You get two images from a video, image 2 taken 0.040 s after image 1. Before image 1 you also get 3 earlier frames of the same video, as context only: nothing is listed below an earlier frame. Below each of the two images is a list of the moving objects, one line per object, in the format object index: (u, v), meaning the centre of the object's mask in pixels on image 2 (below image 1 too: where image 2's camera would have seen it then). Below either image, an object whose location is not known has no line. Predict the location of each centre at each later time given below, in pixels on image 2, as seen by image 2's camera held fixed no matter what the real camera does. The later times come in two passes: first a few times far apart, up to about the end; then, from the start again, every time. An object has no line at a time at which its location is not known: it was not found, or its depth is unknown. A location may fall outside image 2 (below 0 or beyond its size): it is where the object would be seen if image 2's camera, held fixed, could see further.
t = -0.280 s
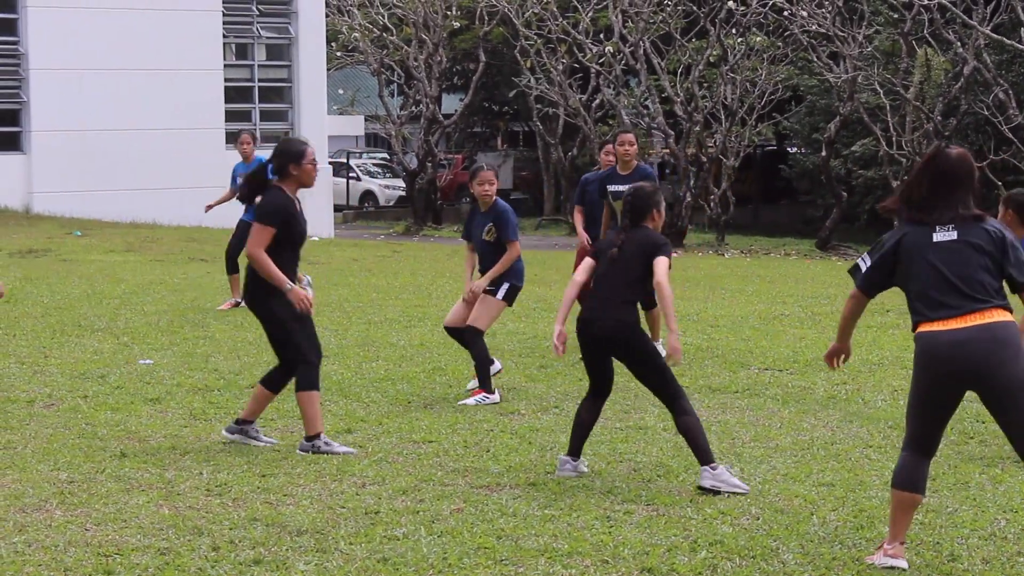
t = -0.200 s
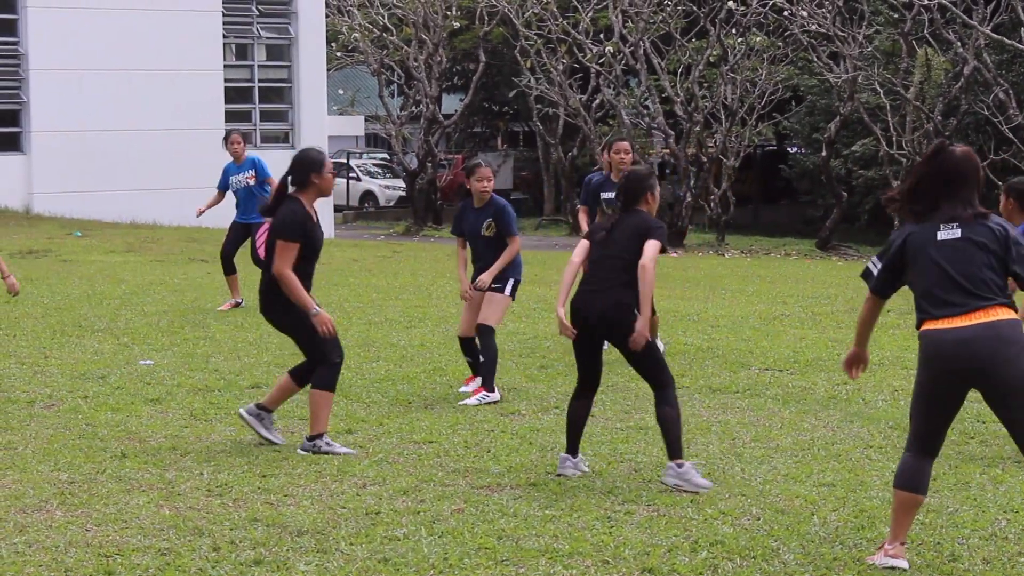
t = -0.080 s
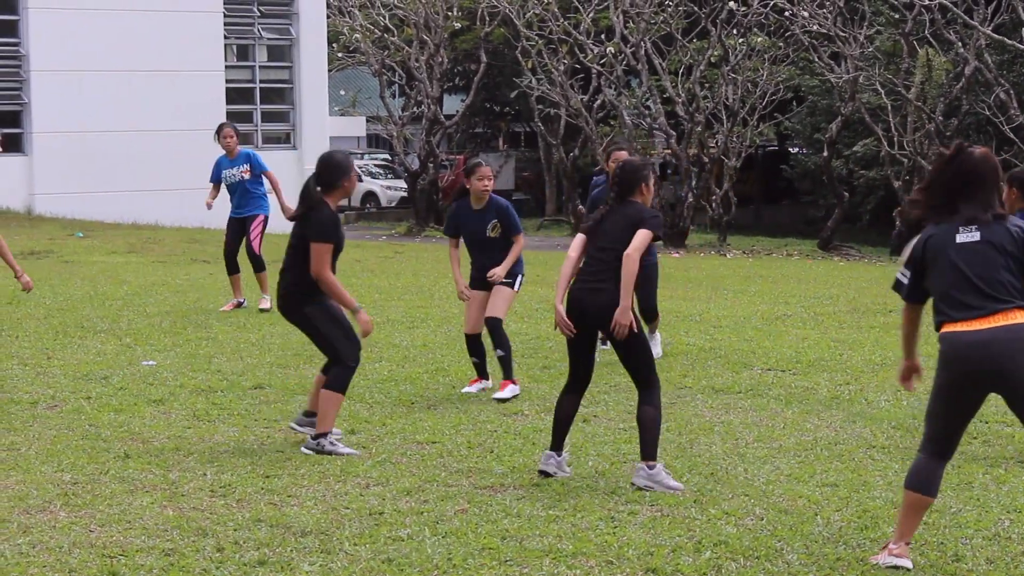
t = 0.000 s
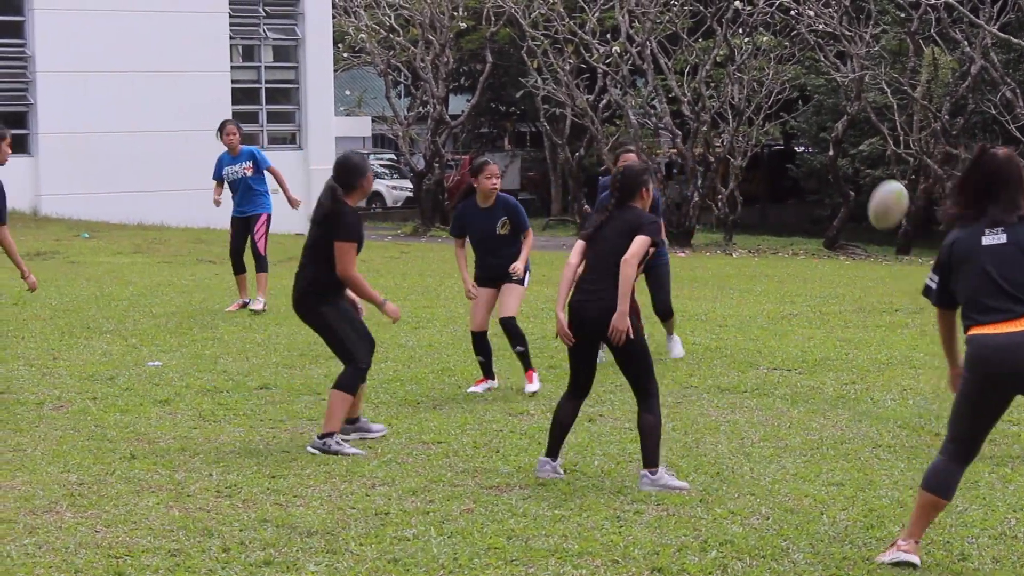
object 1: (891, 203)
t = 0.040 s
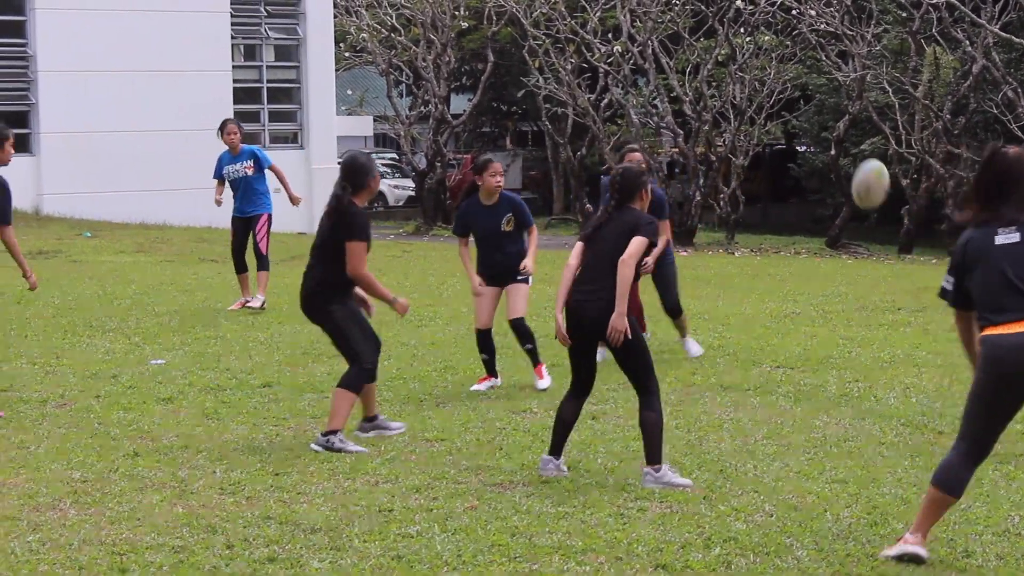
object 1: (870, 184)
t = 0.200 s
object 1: (797, 138)
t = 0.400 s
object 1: (716, 146)
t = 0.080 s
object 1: (851, 168)
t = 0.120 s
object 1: (832, 156)
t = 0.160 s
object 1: (815, 146)
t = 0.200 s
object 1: (797, 138)
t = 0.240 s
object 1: (779, 135)
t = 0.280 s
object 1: (763, 135)
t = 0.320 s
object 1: (747, 136)
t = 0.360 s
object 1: (732, 141)
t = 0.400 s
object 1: (716, 146)
